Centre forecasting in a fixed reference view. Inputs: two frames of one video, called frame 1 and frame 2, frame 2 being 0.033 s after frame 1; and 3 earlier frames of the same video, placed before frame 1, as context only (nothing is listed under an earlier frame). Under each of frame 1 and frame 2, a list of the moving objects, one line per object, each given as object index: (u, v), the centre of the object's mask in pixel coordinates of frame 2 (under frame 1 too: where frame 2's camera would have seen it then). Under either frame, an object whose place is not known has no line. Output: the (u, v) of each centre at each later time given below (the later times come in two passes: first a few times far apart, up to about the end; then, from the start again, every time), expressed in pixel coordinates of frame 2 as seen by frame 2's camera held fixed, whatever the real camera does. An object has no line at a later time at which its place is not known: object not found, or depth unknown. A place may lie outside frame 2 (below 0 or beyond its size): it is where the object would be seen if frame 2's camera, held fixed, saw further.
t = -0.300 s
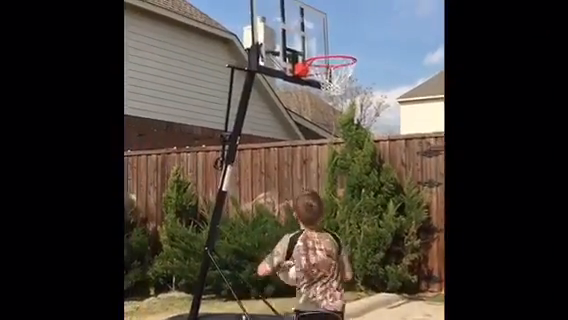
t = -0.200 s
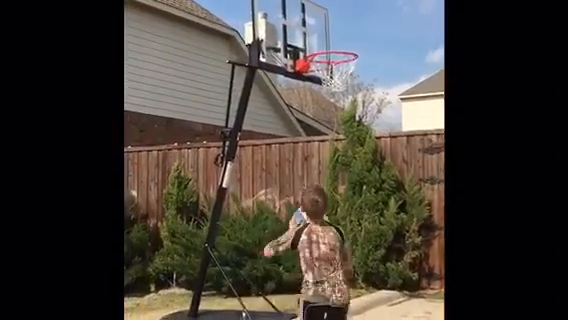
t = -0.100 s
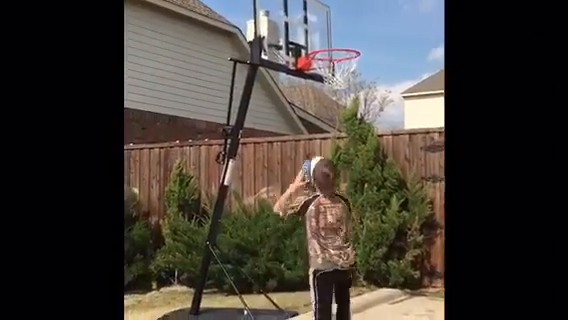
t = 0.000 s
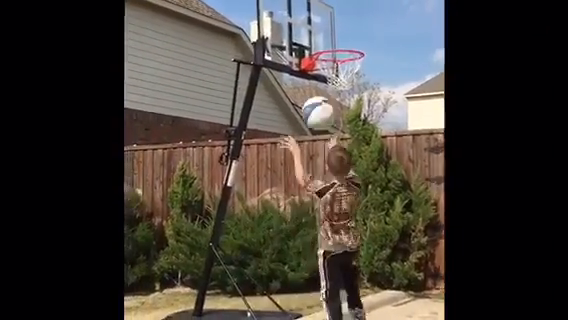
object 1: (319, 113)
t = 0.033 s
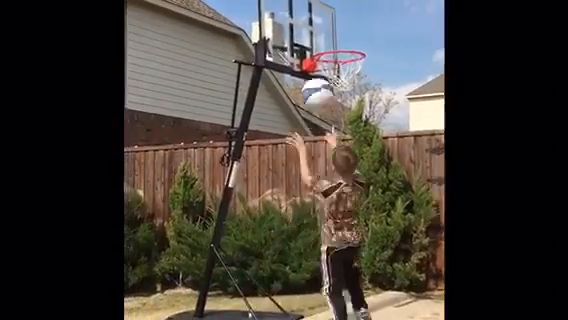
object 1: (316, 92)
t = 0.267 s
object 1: (305, 15)
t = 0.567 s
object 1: (328, 14)
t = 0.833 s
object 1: (352, 38)
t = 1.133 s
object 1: (327, 75)
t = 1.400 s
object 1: (331, 124)
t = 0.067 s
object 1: (315, 76)
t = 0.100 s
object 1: (313, 54)
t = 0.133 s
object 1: (311, 43)
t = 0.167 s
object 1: (310, 34)
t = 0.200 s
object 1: (308, 27)
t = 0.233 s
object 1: (307, 20)
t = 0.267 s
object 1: (305, 15)
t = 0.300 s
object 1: (304, 11)
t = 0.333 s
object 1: (302, 8)
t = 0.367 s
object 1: (301, 5)
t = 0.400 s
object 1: (298, 4)
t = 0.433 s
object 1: (302, 4)
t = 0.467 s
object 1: (309, 5)
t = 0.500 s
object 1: (315, 7)
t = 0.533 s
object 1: (322, 10)
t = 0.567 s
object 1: (328, 14)
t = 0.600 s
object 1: (334, 19)
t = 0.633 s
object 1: (340, 26)
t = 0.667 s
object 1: (346, 33)
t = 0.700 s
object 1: (353, 40)
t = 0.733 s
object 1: (356, 43)
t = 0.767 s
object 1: (354, 41)
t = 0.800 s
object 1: (353, 39)
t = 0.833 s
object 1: (352, 38)
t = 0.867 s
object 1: (349, 43)
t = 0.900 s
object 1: (348, 44)
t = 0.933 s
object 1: (347, 47)
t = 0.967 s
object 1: (343, 53)
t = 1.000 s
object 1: (339, 58)
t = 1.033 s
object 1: (335, 65)
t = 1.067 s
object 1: (331, 68)
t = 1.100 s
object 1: (328, 72)
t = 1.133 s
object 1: (327, 75)
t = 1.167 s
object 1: (327, 75)
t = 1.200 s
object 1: (328, 81)
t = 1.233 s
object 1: (328, 85)
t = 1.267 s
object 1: (328, 92)
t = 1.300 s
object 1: (332, 98)
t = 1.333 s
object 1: (330, 107)
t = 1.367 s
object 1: (330, 114)
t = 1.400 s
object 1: (331, 124)
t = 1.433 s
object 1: (332, 134)
